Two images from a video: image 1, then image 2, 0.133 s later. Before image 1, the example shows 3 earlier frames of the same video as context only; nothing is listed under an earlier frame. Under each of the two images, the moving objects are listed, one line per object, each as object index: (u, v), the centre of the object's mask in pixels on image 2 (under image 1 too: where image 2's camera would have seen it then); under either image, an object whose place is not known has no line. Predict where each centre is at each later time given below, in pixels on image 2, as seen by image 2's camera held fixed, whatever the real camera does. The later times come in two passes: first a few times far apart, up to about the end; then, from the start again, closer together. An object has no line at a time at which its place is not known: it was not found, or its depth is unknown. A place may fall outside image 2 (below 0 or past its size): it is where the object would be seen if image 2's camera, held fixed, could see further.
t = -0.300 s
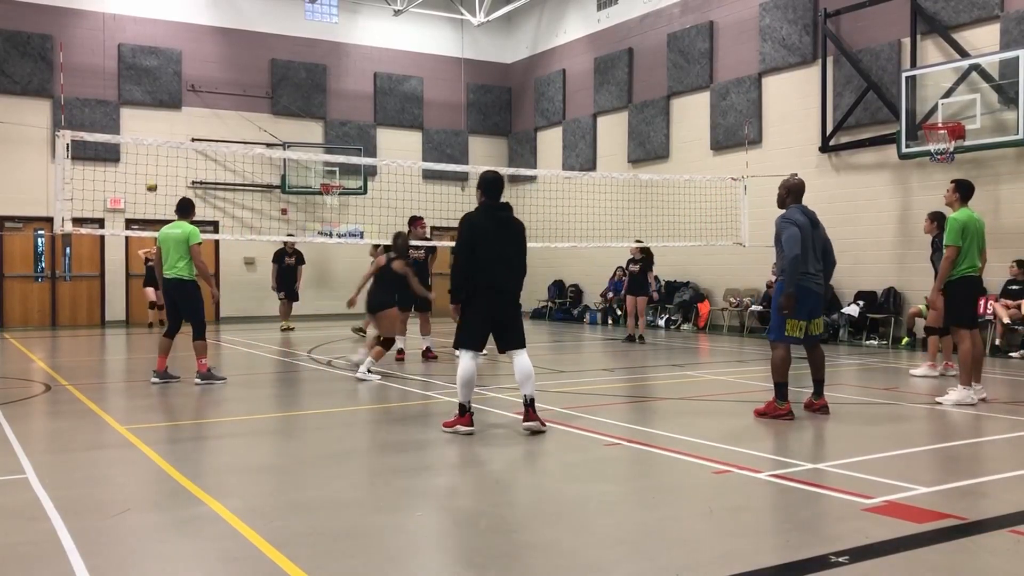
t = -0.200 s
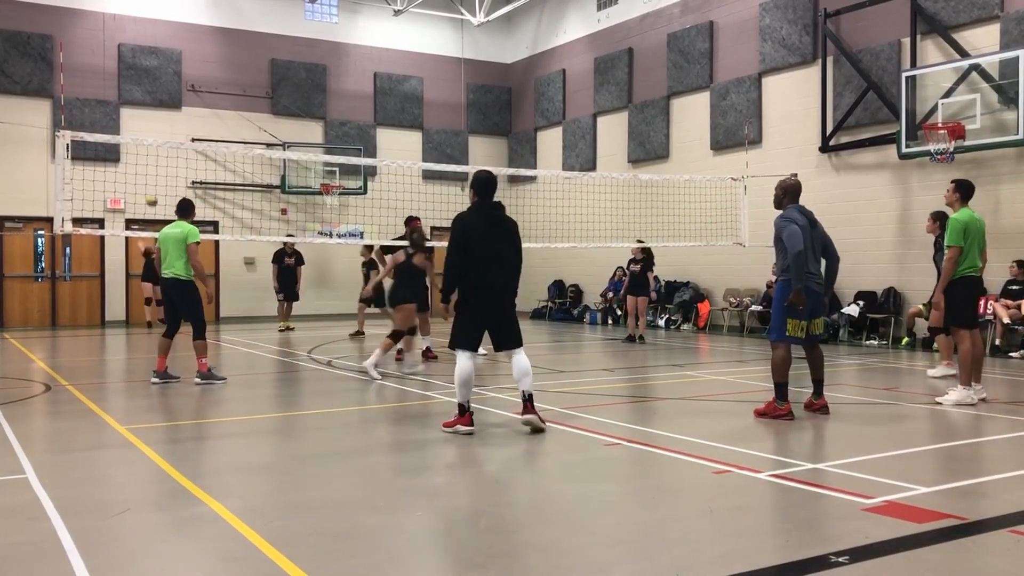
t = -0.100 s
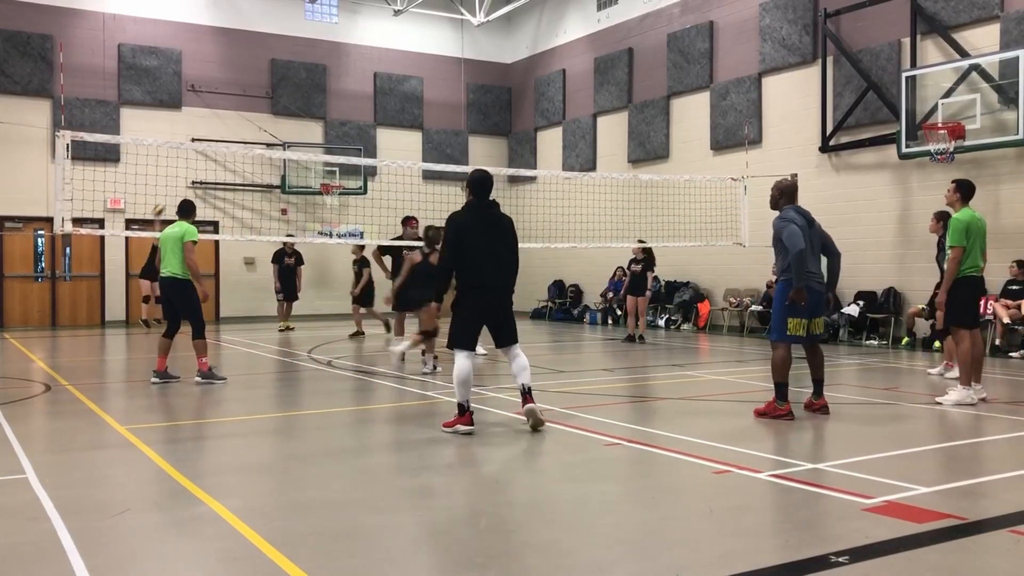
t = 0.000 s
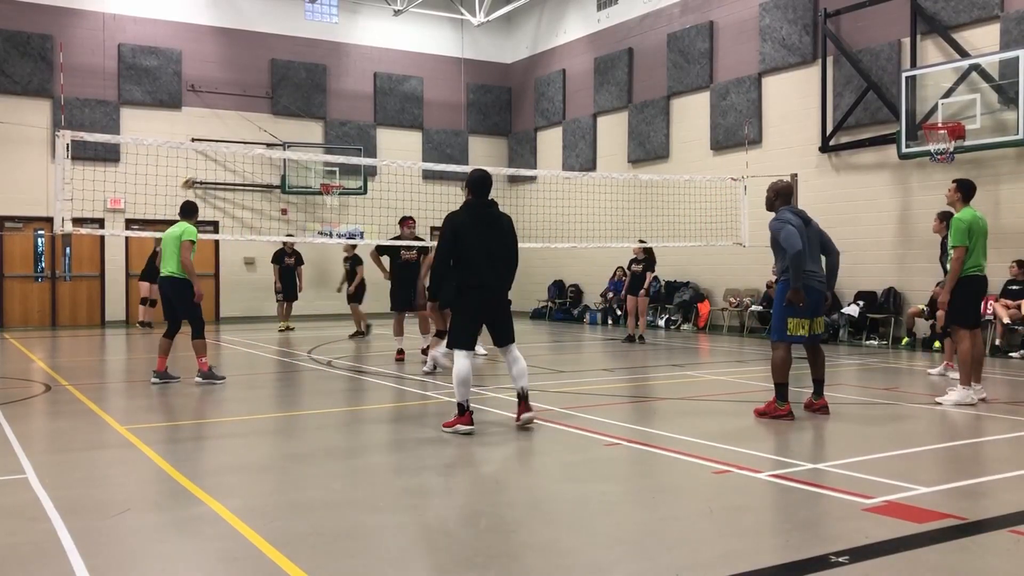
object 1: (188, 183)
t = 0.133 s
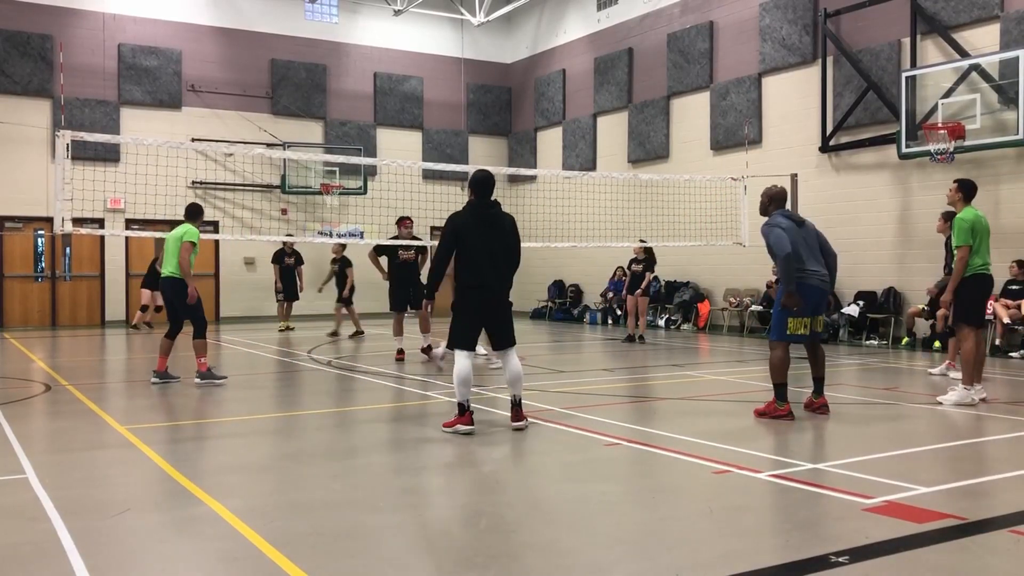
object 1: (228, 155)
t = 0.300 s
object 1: (291, 114)
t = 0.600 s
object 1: (438, 92)
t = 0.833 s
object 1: (595, 124)
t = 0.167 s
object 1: (241, 142)
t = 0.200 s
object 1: (254, 134)
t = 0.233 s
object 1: (265, 128)
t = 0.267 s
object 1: (279, 121)
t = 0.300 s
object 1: (291, 114)
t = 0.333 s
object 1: (305, 109)
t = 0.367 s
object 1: (319, 104)
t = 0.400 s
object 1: (334, 100)
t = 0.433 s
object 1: (349, 97)
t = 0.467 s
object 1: (365, 95)
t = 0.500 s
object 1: (382, 93)
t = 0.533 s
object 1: (399, 92)
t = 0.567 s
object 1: (419, 91)
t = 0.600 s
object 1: (438, 92)
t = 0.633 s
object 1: (458, 93)
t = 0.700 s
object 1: (499, 99)
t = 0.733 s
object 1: (520, 101)
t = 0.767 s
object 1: (543, 108)
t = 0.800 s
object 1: (567, 114)
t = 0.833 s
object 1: (595, 124)
